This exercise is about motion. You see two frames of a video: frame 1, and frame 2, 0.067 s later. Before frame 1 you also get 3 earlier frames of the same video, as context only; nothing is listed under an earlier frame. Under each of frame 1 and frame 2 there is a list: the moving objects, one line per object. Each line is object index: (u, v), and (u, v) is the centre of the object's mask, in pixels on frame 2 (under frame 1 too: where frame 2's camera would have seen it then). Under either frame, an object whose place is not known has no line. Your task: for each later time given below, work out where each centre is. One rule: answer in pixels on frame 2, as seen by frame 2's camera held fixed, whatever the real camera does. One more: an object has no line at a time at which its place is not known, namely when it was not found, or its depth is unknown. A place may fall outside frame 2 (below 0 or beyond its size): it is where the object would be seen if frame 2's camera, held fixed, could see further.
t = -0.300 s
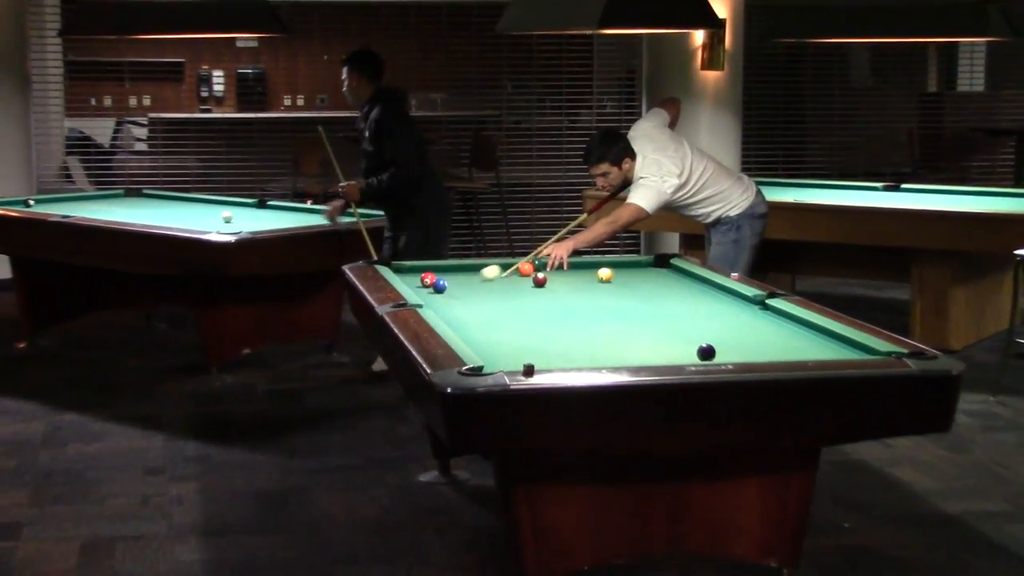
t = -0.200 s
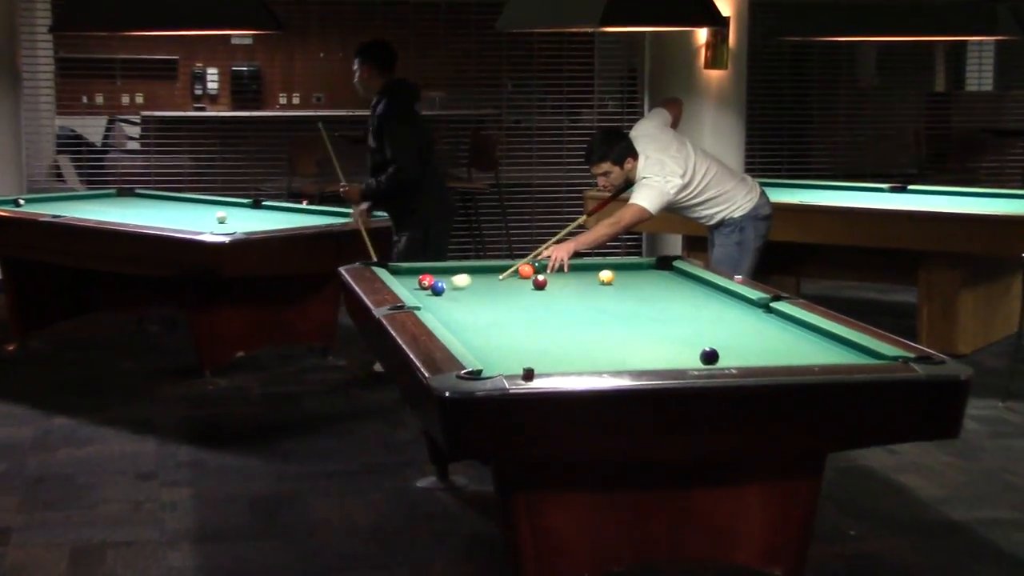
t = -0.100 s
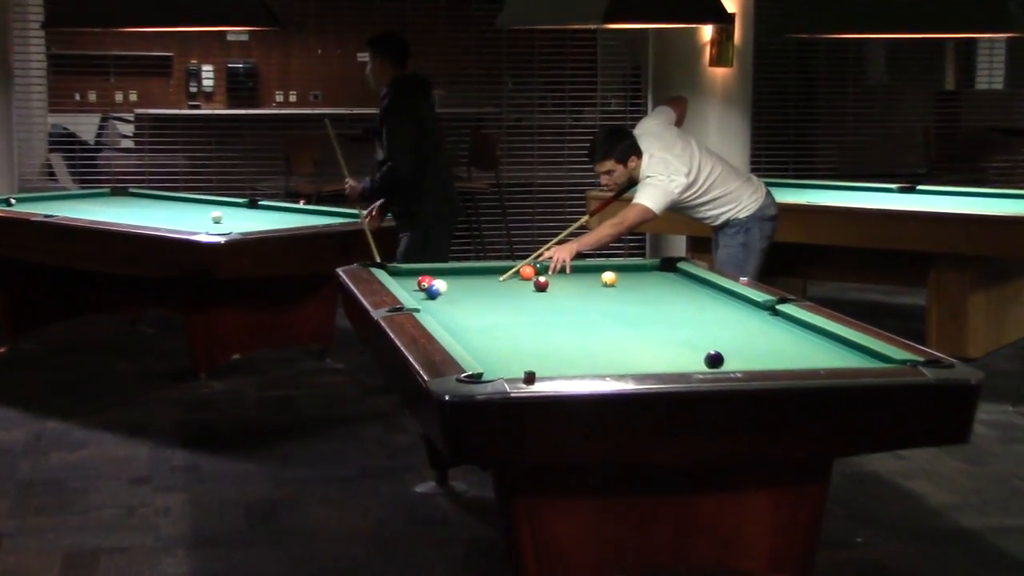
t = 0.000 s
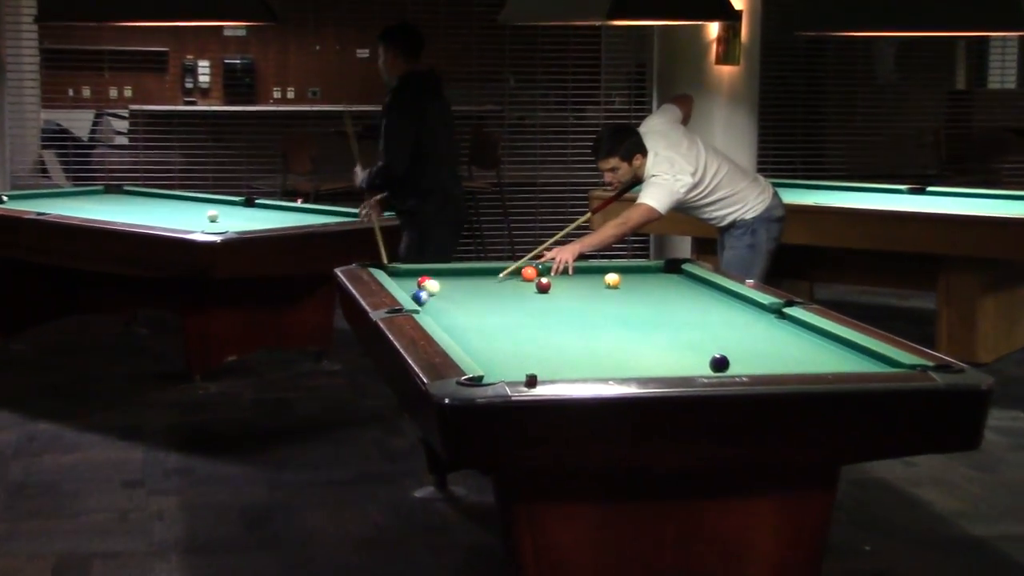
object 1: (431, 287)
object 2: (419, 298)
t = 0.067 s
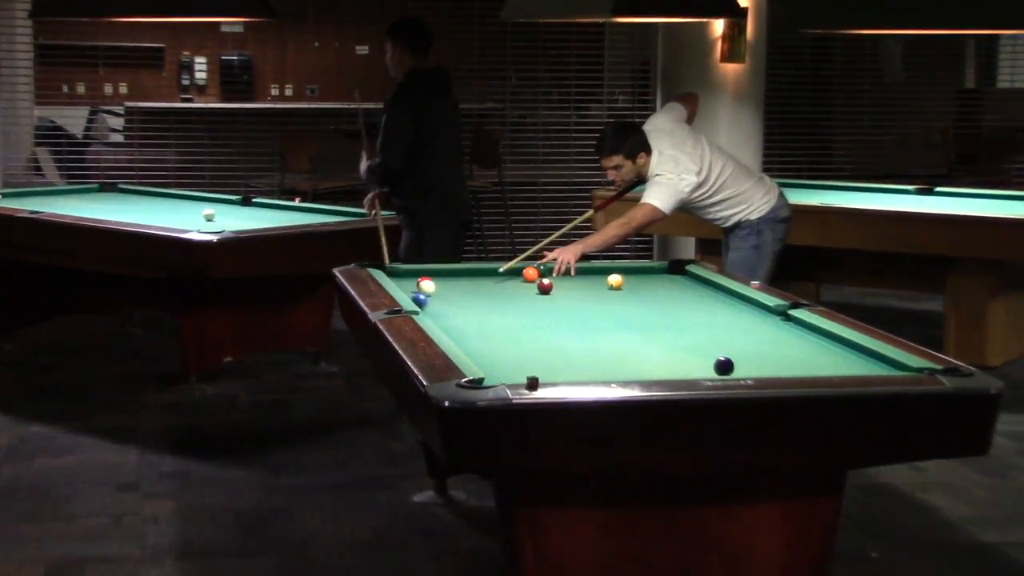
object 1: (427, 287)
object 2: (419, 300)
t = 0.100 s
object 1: (424, 286)
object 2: (423, 301)
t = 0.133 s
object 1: (422, 286)
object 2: (427, 303)
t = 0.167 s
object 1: (420, 287)
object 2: (430, 304)
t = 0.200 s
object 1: (417, 286)
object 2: (434, 305)
